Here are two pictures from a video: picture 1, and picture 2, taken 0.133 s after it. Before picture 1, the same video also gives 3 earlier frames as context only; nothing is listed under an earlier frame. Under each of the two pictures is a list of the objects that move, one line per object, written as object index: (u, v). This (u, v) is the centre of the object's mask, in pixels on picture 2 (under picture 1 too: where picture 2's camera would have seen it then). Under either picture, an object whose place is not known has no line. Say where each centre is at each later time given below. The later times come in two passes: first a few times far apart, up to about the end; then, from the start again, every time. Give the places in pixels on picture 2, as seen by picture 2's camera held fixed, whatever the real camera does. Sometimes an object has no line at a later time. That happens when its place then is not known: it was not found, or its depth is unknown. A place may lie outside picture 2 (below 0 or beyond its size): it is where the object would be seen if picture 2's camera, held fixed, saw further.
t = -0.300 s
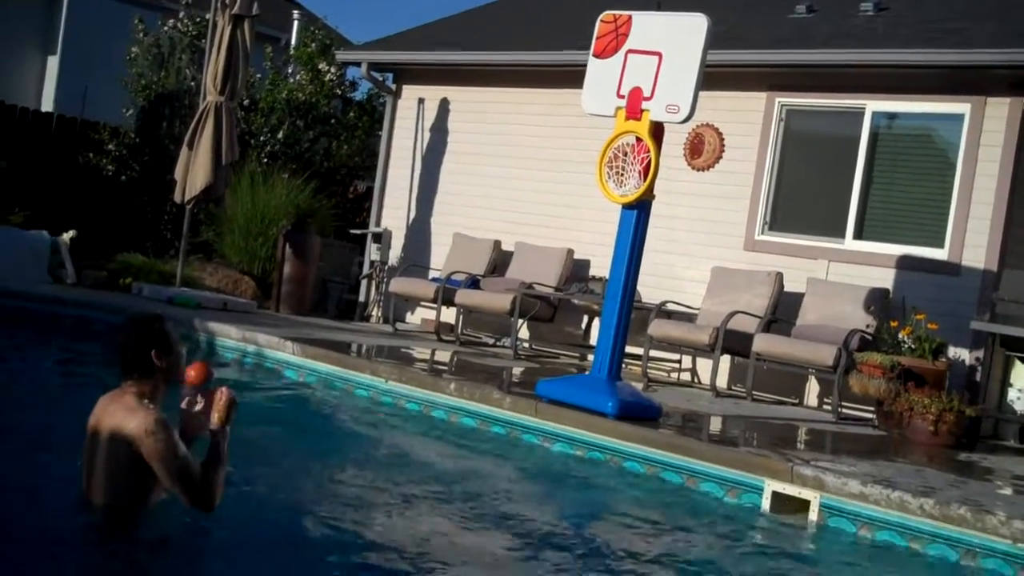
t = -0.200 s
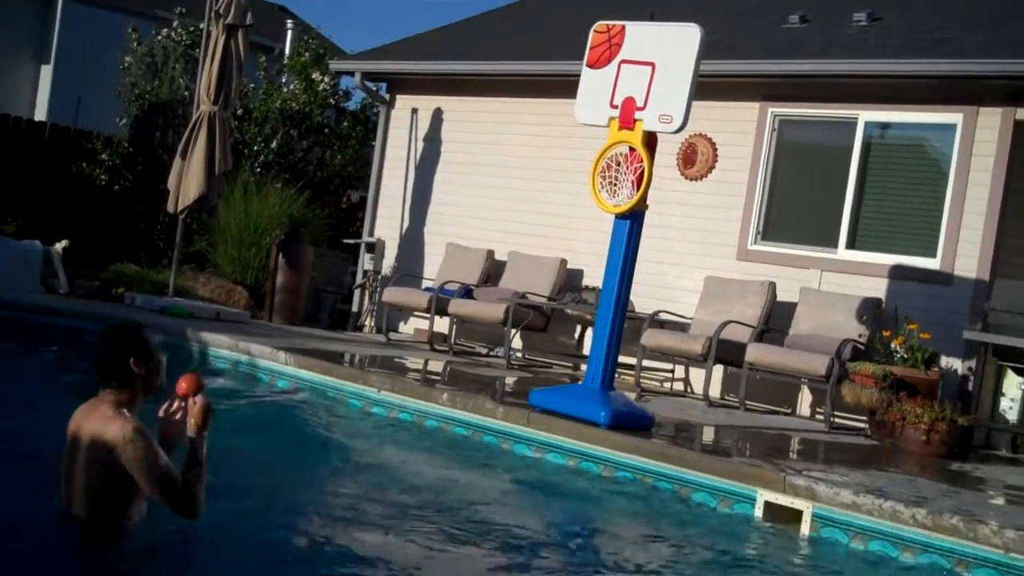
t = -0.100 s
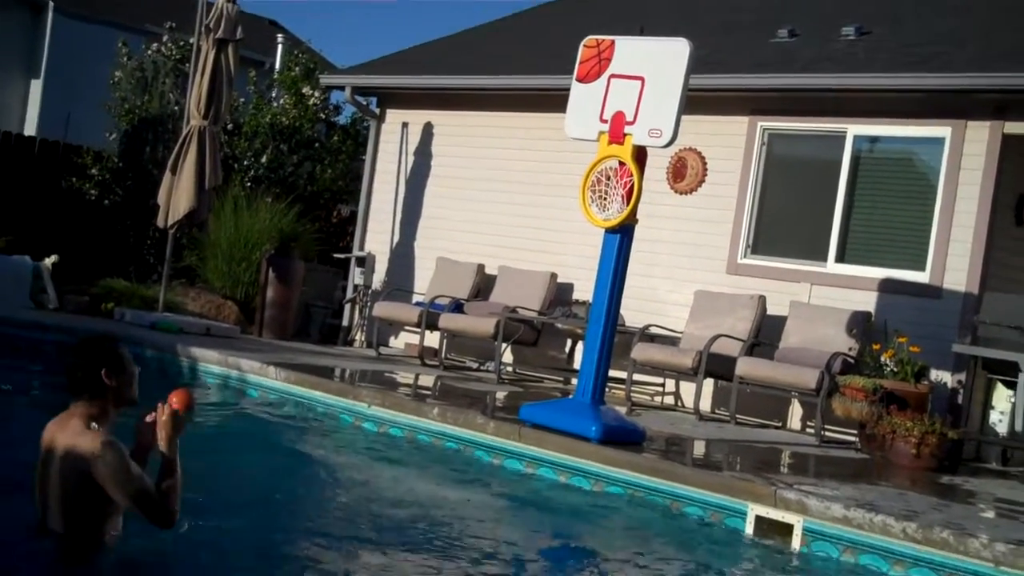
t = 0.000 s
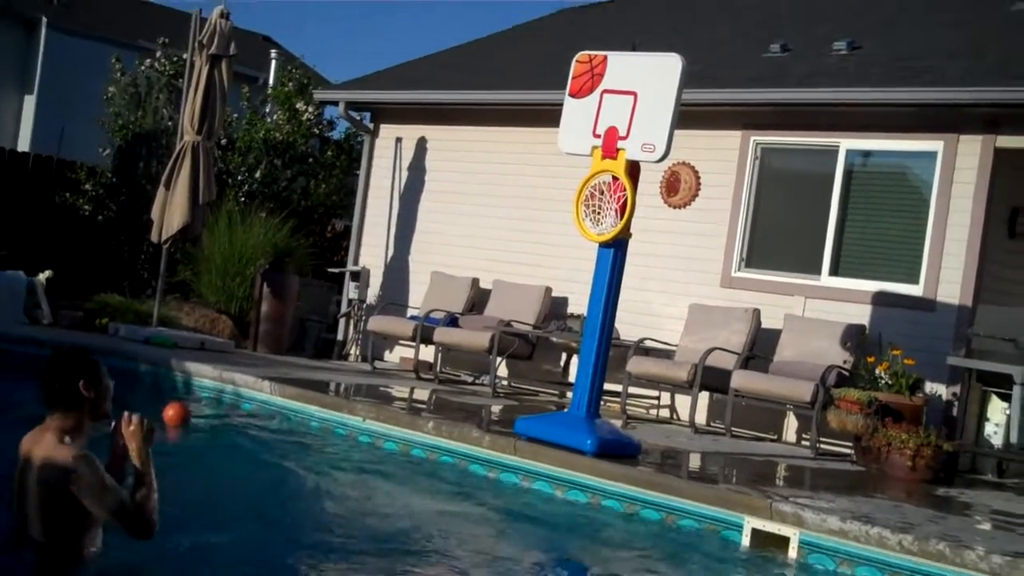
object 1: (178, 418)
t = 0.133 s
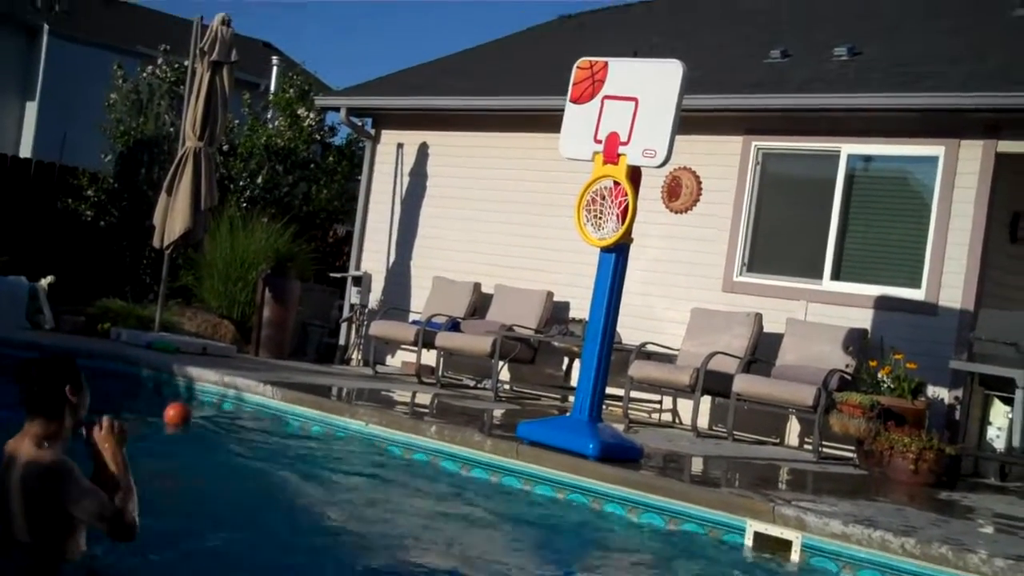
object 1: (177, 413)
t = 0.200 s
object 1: (174, 411)
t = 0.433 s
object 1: (163, 412)
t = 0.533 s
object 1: (162, 416)
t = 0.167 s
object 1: (176, 412)
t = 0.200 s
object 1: (174, 411)
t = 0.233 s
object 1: (173, 411)
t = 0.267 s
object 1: (171, 411)
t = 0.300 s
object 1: (170, 410)
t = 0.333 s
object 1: (168, 410)
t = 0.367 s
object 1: (166, 411)
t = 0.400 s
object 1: (165, 411)
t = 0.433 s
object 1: (163, 412)
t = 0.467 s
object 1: (162, 413)
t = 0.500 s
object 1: (162, 414)
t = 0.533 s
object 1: (162, 416)
